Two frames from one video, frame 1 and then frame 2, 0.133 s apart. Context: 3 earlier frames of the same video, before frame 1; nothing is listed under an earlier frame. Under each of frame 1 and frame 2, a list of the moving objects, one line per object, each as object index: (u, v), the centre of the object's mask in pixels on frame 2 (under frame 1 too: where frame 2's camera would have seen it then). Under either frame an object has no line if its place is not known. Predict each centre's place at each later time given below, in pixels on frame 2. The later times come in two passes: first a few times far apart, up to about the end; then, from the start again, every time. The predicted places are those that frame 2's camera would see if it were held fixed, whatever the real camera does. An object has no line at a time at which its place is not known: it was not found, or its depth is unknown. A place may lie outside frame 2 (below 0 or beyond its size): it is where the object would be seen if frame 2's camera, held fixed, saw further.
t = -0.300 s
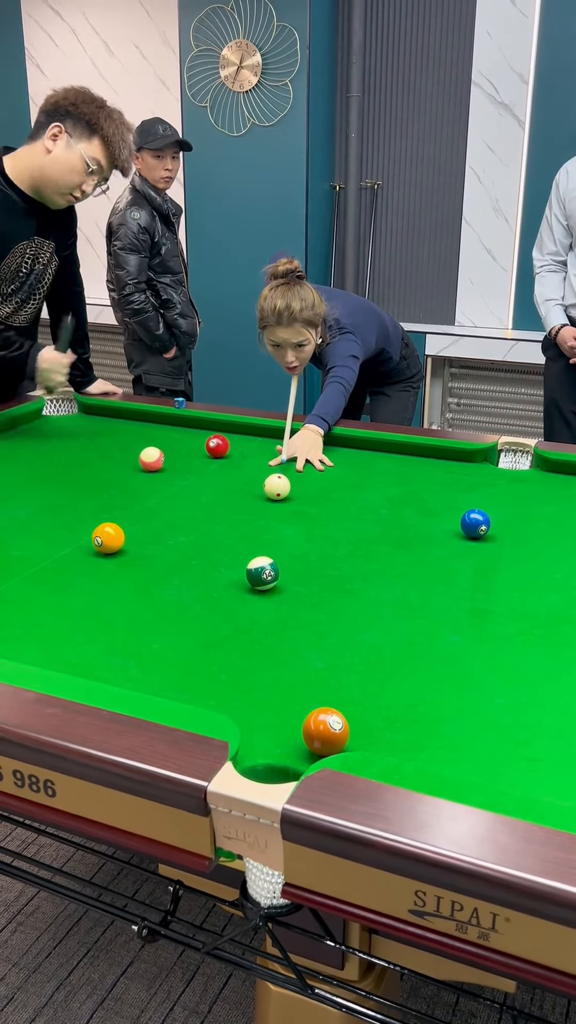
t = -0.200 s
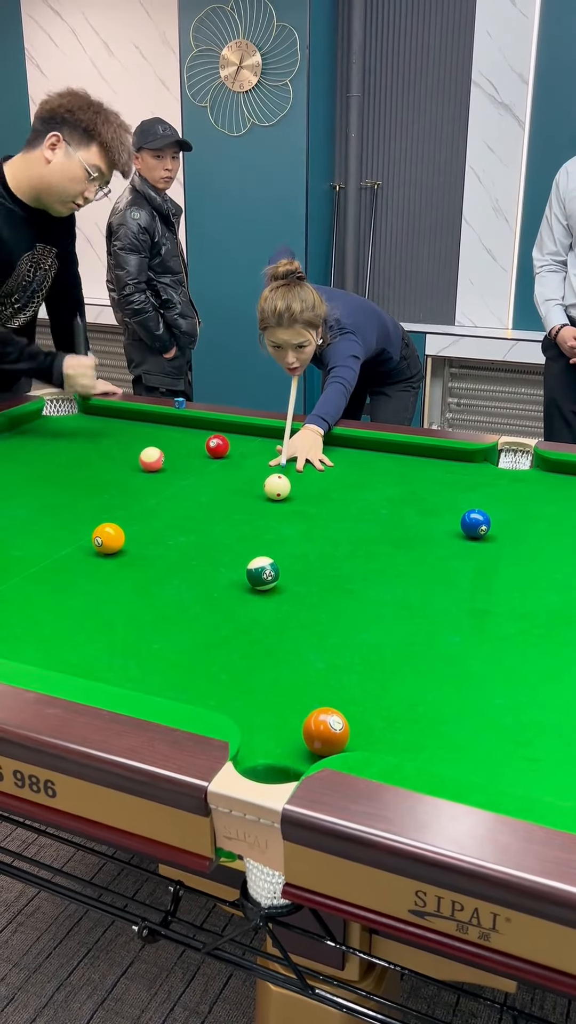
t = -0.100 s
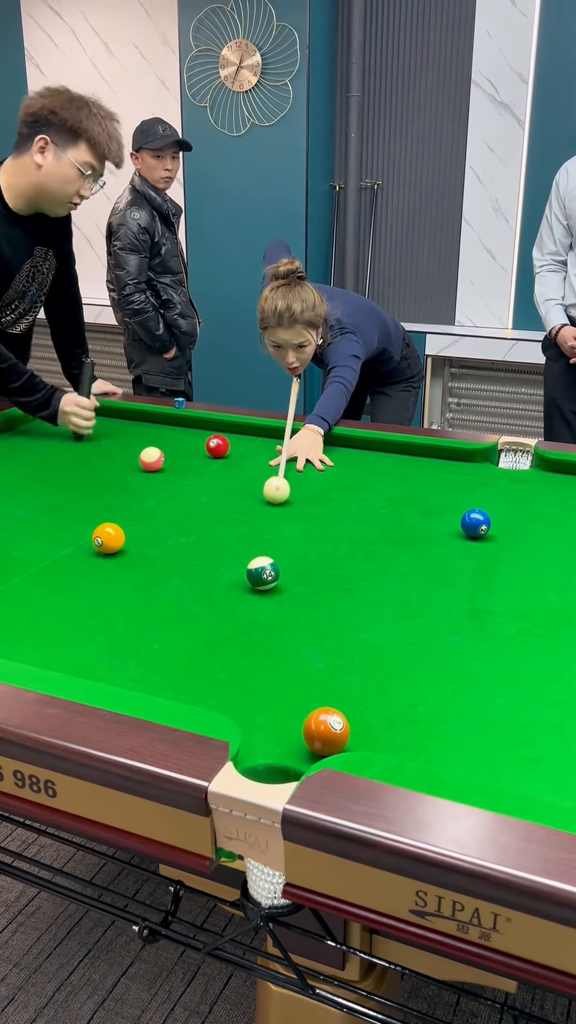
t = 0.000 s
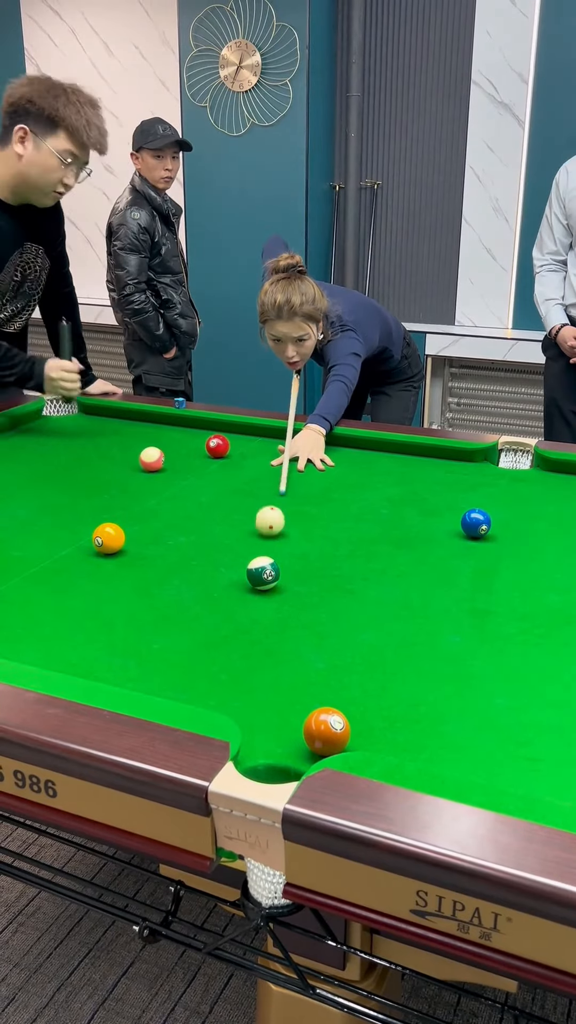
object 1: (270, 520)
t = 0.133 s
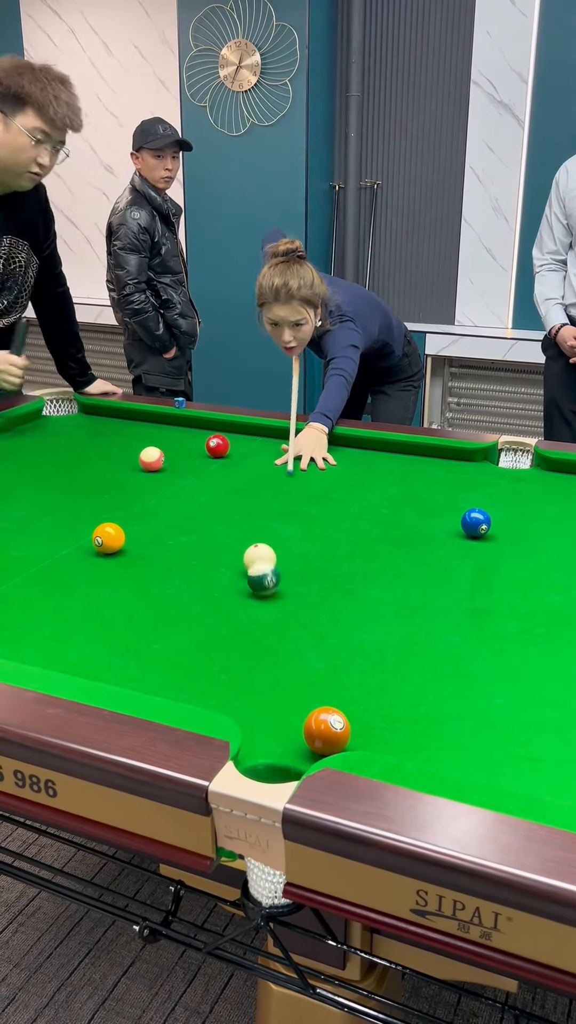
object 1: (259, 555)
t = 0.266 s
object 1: (251, 556)
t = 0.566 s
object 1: (235, 548)
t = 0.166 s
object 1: (257, 558)
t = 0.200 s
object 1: (254, 558)
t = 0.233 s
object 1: (252, 557)
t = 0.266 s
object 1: (251, 556)
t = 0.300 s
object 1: (249, 555)
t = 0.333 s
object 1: (247, 554)
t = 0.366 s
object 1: (245, 553)
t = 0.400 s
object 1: (243, 552)
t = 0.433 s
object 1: (242, 552)
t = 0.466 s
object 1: (240, 551)
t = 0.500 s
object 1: (238, 550)
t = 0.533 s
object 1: (237, 549)
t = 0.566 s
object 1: (235, 548)
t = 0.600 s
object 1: (234, 547)
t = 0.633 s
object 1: (232, 546)
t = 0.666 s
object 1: (231, 546)
